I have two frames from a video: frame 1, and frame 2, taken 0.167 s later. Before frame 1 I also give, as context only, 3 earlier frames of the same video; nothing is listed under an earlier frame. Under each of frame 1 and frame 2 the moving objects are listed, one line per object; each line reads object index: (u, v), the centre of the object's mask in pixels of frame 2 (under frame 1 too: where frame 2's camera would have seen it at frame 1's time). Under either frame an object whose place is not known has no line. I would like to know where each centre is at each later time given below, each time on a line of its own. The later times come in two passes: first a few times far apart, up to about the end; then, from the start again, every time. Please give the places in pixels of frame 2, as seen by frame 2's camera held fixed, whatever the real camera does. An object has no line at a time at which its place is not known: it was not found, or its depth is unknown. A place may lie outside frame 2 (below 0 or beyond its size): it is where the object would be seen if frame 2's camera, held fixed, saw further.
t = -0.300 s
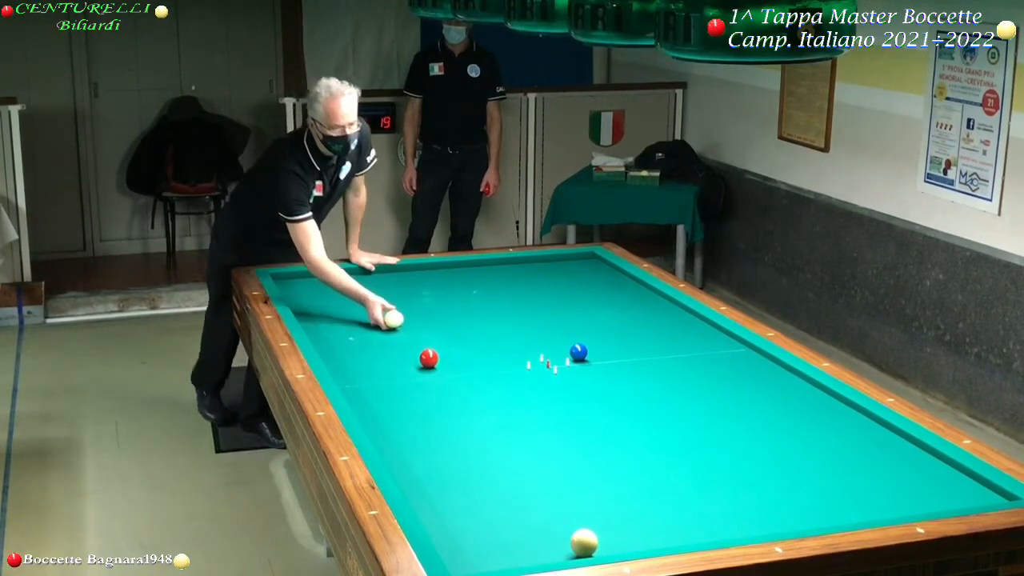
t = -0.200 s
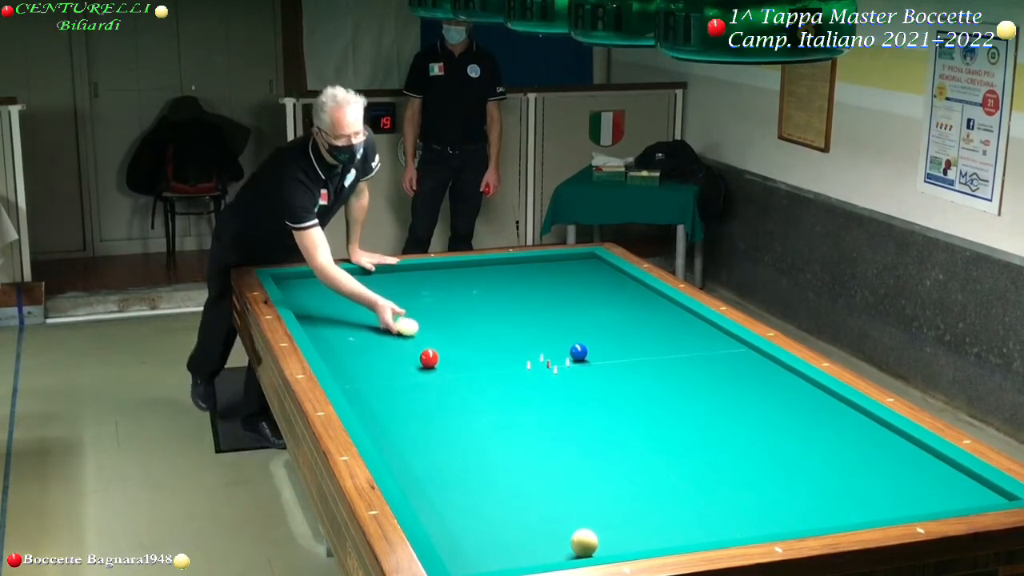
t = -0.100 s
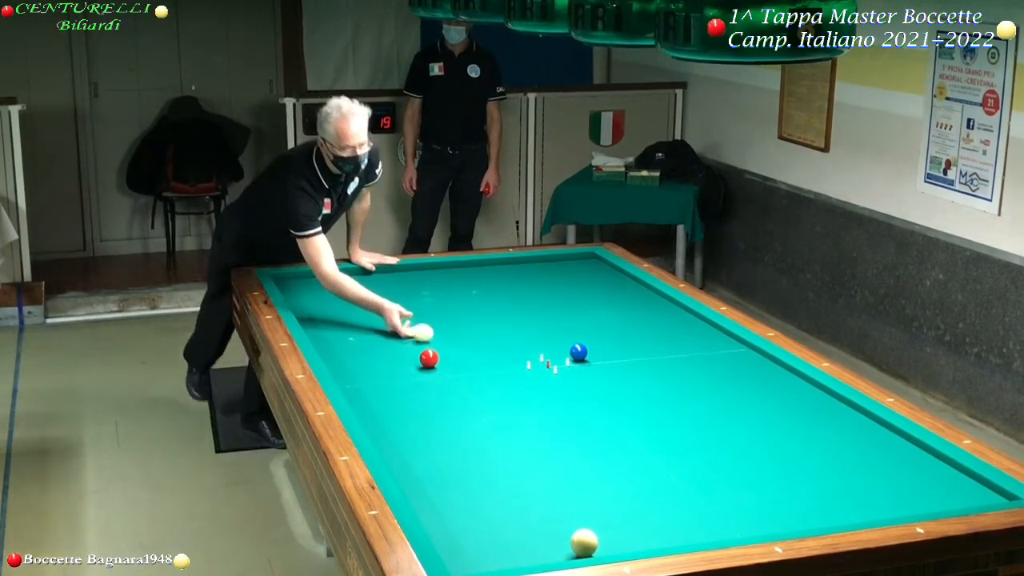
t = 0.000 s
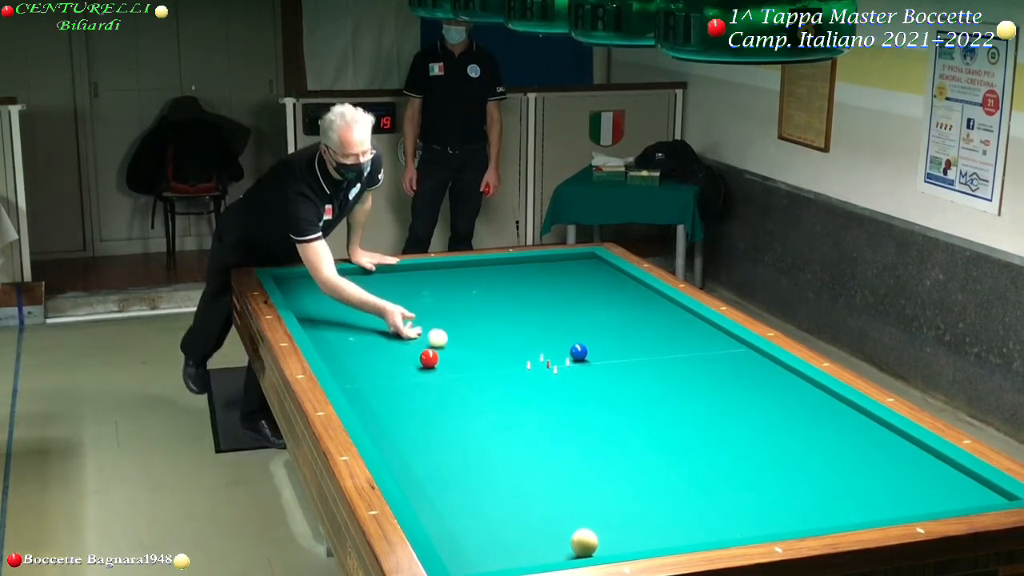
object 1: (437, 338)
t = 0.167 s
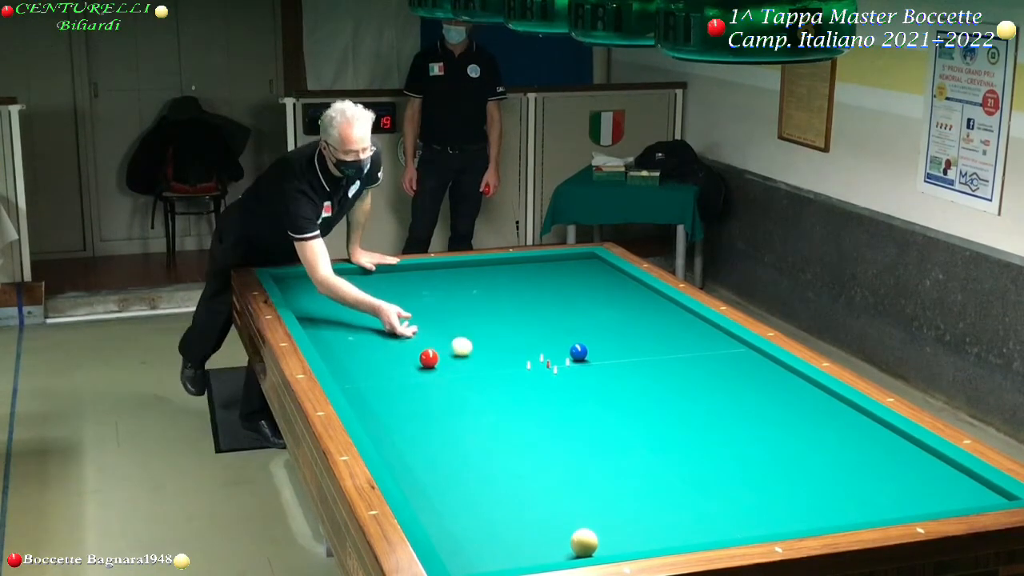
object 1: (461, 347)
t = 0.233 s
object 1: (471, 350)
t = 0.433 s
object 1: (502, 361)
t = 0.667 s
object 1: (539, 375)
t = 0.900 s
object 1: (579, 389)
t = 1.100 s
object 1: (614, 401)
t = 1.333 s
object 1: (658, 417)
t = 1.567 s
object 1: (705, 434)
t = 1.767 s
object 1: (747, 449)
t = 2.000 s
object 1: (798, 467)
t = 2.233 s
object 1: (853, 487)
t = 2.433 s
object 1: (901, 503)
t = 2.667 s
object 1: (913, 499)
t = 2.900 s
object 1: (910, 485)
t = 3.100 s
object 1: (907, 474)
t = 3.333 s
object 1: (904, 462)
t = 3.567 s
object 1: (901, 451)
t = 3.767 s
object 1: (899, 442)
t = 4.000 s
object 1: (891, 433)
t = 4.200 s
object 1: (875, 428)
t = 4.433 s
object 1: (858, 422)
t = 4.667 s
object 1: (843, 417)
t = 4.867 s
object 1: (830, 413)
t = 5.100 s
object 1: (815, 409)
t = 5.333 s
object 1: (802, 404)
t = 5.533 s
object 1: (790, 401)
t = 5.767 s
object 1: (779, 397)
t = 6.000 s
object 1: (767, 393)
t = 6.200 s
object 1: (757, 390)
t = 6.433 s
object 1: (747, 387)
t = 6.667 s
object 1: (737, 384)
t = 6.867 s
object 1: (729, 381)
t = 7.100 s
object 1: (720, 379)
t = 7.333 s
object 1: (712, 376)
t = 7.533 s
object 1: (705, 374)
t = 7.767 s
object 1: (698, 372)
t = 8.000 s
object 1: (692, 370)
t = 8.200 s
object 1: (687, 369)
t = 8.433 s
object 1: (682, 367)
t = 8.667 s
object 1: (677, 366)
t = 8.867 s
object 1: (673, 365)
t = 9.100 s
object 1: (669, 363)
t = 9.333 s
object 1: (666, 362)
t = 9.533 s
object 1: (663, 361)
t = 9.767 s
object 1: (661, 361)
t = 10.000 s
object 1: (659, 360)
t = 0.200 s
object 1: (466, 348)
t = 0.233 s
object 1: (471, 350)
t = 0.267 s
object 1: (476, 352)
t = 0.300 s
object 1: (481, 354)
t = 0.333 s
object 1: (486, 356)
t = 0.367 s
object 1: (491, 357)
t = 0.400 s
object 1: (496, 359)
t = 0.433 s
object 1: (502, 361)
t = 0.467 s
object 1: (507, 363)
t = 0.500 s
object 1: (512, 365)
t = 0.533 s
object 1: (518, 367)
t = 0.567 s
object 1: (523, 369)
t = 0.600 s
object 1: (528, 371)
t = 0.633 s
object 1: (533, 373)
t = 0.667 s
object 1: (539, 375)
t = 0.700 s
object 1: (545, 377)
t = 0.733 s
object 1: (550, 379)
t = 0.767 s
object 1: (556, 381)
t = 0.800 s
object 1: (562, 383)
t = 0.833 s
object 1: (567, 385)
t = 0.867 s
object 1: (573, 387)
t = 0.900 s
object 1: (579, 389)
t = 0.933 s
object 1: (585, 391)
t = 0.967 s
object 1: (591, 393)
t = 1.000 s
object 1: (597, 395)
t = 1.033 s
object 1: (602, 397)
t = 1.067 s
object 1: (608, 400)
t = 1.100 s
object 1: (614, 401)
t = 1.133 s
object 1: (621, 404)
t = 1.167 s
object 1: (627, 406)
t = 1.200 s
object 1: (633, 408)
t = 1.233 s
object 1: (639, 410)
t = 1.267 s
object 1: (645, 412)
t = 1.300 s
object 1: (652, 414)
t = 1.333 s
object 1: (658, 417)
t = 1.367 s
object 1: (665, 419)
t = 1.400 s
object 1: (671, 422)
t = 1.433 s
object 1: (678, 424)
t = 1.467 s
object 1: (685, 427)
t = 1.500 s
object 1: (691, 429)
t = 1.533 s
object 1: (697, 431)
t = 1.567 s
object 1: (705, 434)
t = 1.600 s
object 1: (711, 437)
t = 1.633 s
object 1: (719, 439)
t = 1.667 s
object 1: (725, 442)
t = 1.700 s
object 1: (732, 444)
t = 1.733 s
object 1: (739, 447)
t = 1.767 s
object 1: (747, 449)
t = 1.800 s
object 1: (754, 451)
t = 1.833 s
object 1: (761, 454)
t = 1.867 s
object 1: (769, 457)
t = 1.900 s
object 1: (775, 459)
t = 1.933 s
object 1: (783, 462)
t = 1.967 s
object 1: (791, 465)
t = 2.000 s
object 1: (798, 467)
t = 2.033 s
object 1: (806, 470)
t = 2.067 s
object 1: (813, 473)
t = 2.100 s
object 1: (821, 476)
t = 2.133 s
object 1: (829, 479)
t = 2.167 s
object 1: (837, 482)
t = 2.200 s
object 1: (844, 484)
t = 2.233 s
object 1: (853, 487)
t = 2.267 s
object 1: (861, 490)
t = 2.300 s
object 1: (869, 493)
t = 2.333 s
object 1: (877, 496)
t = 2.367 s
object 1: (886, 499)
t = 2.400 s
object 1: (893, 502)
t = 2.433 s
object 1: (901, 503)
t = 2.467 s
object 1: (909, 505)
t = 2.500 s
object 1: (917, 507)
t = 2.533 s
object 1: (917, 506)
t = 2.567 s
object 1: (916, 504)
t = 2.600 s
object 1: (915, 502)
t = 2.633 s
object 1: (914, 501)
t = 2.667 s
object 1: (913, 499)
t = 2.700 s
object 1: (913, 497)
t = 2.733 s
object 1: (912, 495)
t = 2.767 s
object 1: (912, 493)
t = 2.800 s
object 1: (911, 491)
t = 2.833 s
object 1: (911, 489)
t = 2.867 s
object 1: (910, 487)
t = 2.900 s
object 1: (910, 485)
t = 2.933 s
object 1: (909, 483)
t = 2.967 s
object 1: (909, 481)
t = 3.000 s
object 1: (908, 479)
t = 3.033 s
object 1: (908, 477)
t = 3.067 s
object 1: (907, 476)
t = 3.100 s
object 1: (907, 474)
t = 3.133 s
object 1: (906, 472)
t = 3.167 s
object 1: (906, 470)
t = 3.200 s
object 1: (906, 469)
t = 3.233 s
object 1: (905, 467)
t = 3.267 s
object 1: (905, 465)
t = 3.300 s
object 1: (904, 464)
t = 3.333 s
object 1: (904, 462)
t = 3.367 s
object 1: (904, 460)
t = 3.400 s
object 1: (903, 459)
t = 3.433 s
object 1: (903, 457)
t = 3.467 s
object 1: (902, 455)
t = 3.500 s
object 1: (902, 454)
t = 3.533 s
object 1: (902, 452)
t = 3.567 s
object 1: (901, 451)
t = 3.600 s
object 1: (901, 449)
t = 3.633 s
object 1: (901, 447)
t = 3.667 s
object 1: (900, 446)
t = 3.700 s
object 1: (900, 445)
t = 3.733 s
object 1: (899, 443)
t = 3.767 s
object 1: (899, 442)
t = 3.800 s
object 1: (899, 440)
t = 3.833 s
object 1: (898, 439)
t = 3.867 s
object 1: (898, 438)
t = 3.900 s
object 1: (898, 436)
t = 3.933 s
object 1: (896, 435)
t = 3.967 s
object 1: (893, 434)
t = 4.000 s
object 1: (891, 433)
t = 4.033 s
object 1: (888, 432)
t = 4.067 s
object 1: (886, 431)
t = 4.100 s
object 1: (883, 430)
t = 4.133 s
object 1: (880, 430)
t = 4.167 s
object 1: (878, 429)
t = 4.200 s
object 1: (875, 428)
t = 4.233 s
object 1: (873, 427)
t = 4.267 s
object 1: (870, 426)
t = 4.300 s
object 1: (868, 426)
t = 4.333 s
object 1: (866, 425)
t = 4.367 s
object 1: (863, 424)
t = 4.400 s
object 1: (861, 423)
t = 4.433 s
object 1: (858, 422)
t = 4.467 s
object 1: (856, 422)
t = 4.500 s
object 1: (854, 421)
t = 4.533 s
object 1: (851, 420)
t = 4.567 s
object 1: (849, 420)
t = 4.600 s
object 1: (847, 419)
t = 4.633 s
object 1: (845, 418)
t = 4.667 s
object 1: (843, 417)
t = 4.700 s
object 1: (841, 416)
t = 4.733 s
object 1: (839, 416)
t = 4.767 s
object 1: (836, 415)
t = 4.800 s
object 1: (834, 414)
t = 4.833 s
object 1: (832, 414)
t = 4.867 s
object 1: (830, 413)
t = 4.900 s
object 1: (828, 412)
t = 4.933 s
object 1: (825, 412)
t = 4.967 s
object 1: (824, 411)
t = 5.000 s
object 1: (821, 411)
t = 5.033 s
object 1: (819, 410)
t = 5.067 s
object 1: (817, 409)
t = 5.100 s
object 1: (815, 409)
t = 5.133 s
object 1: (814, 408)
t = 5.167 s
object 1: (812, 407)
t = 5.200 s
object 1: (810, 407)
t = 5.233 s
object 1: (807, 406)
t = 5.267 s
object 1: (805, 405)
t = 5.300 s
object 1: (804, 405)
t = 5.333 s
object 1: (802, 404)
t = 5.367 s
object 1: (800, 404)
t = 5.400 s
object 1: (798, 403)
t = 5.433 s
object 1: (796, 402)
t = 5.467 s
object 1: (795, 402)
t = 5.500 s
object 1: (793, 401)
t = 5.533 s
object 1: (790, 401)
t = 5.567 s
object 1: (789, 400)
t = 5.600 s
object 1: (787, 400)
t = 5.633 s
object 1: (786, 399)
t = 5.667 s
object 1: (784, 399)
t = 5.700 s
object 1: (782, 398)
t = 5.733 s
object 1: (780, 398)
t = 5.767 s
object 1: (779, 397)
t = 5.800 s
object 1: (777, 396)
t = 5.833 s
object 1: (775, 396)
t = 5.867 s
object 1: (773, 395)
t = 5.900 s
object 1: (772, 395)
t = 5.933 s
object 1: (770, 394)
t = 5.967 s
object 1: (768, 394)
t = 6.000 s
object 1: (767, 393)
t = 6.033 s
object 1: (765, 393)
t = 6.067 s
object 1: (764, 392)
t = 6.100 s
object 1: (762, 392)
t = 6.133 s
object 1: (760, 391)
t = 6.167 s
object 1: (759, 391)
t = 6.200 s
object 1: (757, 390)
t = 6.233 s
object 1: (756, 390)
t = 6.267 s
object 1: (754, 389)
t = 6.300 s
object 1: (753, 389)
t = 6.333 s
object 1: (751, 388)
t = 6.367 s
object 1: (750, 388)
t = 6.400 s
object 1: (748, 387)
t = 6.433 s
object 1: (747, 387)
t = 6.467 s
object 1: (745, 386)
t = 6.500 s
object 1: (744, 386)
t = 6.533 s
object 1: (742, 385)
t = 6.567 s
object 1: (741, 385)
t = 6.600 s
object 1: (740, 385)
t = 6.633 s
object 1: (738, 384)
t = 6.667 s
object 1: (737, 384)
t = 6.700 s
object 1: (735, 384)
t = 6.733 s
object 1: (734, 383)
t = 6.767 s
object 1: (733, 383)
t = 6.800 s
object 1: (731, 382)
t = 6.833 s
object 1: (730, 382)
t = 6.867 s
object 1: (729, 381)
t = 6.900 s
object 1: (727, 381)
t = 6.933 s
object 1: (726, 381)
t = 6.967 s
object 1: (725, 380)
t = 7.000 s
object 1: (724, 380)
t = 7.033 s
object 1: (722, 380)
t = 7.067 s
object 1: (721, 379)
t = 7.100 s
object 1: (720, 379)
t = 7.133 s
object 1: (719, 378)
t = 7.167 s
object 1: (717, 378)
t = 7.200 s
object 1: (716, 378)
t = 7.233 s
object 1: (715, 377)
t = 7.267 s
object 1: (714, 377)
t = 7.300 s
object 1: (713, 377)
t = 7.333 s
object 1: (712, 376)
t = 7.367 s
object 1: (711, 376)
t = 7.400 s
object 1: (709, 376)
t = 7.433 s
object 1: (708, 375)
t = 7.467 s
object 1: (707, 375)
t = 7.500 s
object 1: (706, 375)
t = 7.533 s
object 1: (705, 374)
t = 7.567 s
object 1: (704, 374)
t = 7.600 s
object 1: (703, 374)
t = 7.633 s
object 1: (702, 373)
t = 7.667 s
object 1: (701, 373)
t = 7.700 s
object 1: (700, 373)
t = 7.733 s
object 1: (699, 373)
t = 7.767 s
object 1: (698, 372)
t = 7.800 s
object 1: (697, 372)
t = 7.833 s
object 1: (696, 372)
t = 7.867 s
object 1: (695, 371)
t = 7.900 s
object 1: (695, 371)
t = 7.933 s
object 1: (694, 371)
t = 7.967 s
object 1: (693, 370)
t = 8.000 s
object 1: (692, 370)
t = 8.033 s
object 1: (691, 370)
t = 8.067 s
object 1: (690, 370)
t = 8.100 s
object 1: (689, 370)
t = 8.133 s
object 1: (688, 369)
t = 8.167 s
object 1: (688, 369)
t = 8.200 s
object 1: (687, 369)
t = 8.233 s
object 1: (686, 369)
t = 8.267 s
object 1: (685, 368)
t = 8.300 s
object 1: (685, 368)
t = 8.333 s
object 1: (684, 368)
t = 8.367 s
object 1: (683, 367)
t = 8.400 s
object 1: (682, 367)
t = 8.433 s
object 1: (682, 367)
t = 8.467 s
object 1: (681, 367)
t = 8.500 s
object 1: (680, 367)
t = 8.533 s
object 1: (679, 367)
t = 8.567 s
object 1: (679, 366)
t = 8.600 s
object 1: (678, 366)
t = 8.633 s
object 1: (677, 366)
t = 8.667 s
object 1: (677, 366)
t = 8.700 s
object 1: (676, 366)
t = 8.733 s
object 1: (676, 366)
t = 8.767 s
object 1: (675, 365)
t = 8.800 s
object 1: (675, 365)
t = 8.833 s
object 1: (674, 365)
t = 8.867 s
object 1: (673, 365)
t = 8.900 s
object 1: (673, 364)
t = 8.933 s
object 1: (672, 364)
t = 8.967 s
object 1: (671, 364)
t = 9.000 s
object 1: (671, 364)
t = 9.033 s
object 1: (670, 364)
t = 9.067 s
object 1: (670, 364)
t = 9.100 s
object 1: (669, 363)
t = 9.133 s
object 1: (668, 363)
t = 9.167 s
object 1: (668, 363)
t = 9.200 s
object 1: (668, 363)
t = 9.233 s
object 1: (667, 363)
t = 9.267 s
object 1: (667, 363)
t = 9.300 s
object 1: (666, 362)
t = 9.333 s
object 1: (666, 362)
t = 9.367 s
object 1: (666, 362)
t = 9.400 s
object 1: (665, 362)
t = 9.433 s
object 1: (665, 362)
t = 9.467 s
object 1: (664, 362)
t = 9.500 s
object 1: (664, 362)
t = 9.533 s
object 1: (663, 361)
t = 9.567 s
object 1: (663, 361)
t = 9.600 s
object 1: (662, 361)
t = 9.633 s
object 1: (662, 361)
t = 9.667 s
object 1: (662, 361)
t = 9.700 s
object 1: (661, 361)
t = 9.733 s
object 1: (661, 361)
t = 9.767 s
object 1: (661, 361)
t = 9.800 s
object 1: (661, 361)
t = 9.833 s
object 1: (660, 360)
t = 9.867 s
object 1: (660, 360)
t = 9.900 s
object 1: (659, 360)
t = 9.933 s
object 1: (659, 360)
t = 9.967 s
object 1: (659, 360)
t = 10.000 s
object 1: (659, 360)
